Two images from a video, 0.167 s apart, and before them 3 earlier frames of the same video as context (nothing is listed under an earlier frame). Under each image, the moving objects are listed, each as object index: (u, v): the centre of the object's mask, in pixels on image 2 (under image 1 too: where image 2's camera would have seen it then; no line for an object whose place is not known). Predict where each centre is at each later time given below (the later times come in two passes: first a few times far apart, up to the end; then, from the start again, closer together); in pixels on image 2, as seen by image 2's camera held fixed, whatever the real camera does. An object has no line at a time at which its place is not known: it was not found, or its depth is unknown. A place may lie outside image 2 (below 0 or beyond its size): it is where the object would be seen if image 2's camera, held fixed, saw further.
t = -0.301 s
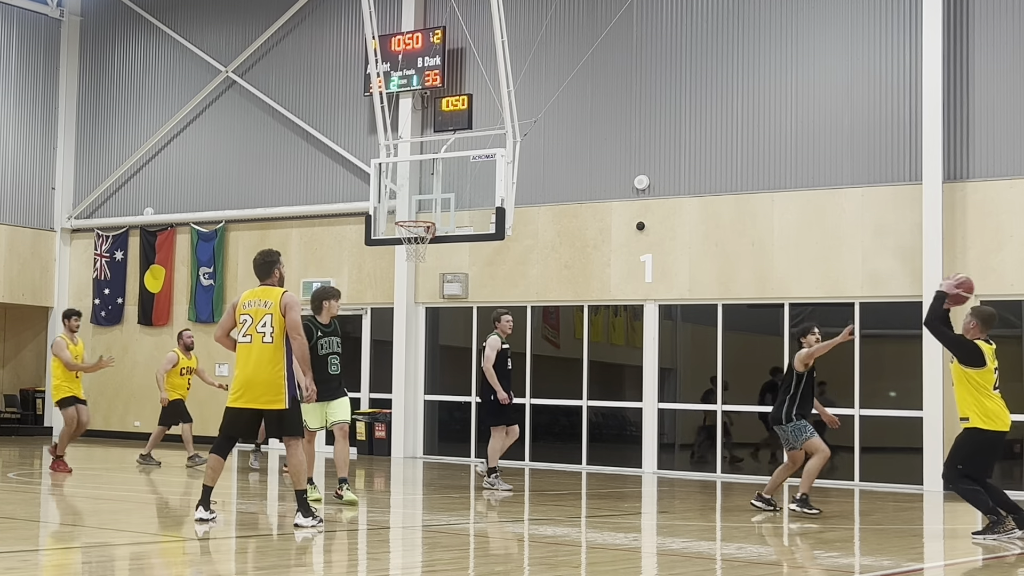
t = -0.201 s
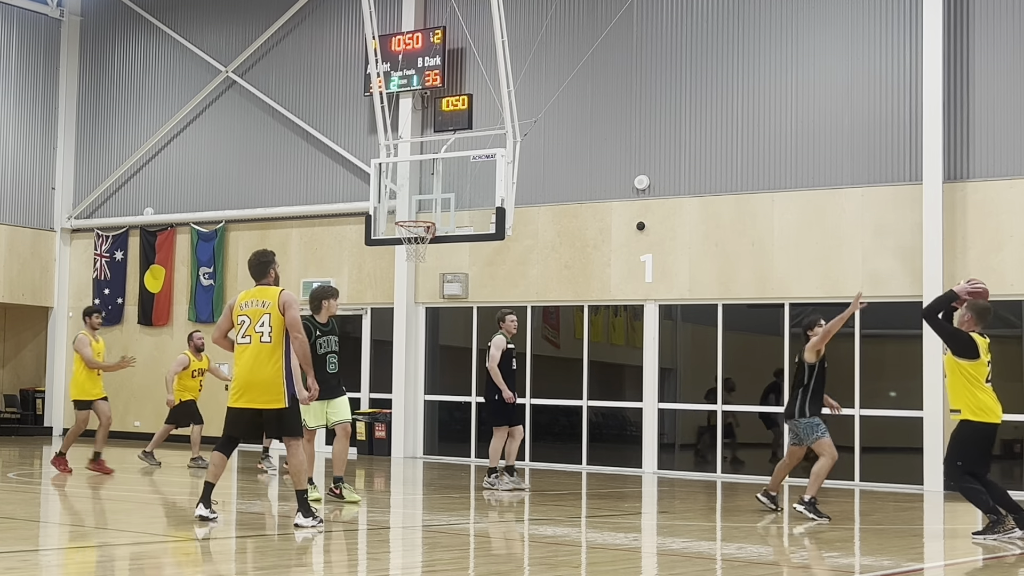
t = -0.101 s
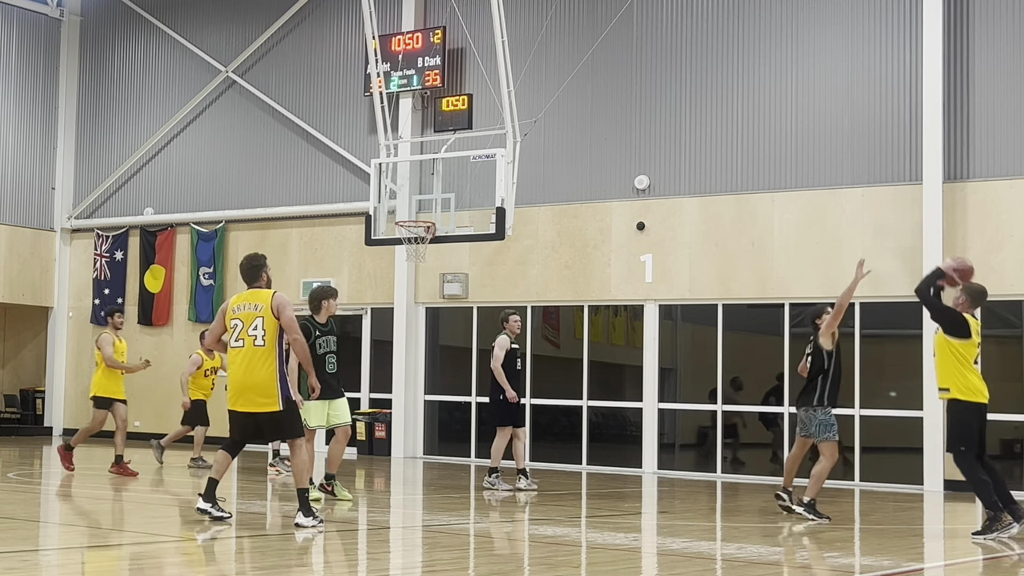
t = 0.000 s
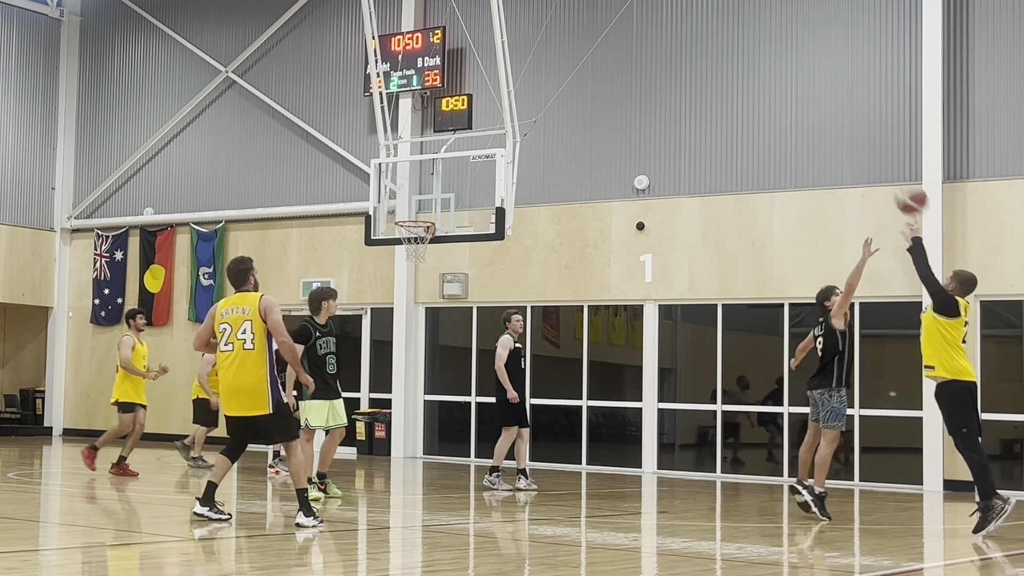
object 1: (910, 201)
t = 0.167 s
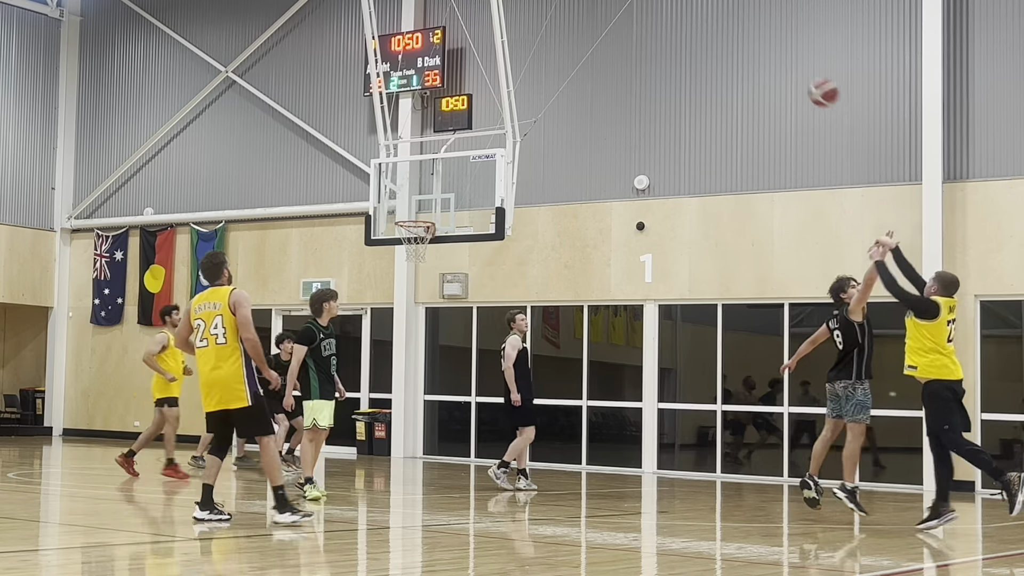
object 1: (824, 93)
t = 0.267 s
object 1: (777, 49)
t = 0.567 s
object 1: (655, 3)
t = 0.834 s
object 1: (563, 21)
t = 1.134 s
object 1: (475, 115)
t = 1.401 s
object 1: (419, 216)
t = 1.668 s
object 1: (408, 243)
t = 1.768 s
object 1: (404, 272)
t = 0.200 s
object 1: (808, 77)
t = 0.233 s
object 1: (793, 62)
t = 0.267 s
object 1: (777, 49)
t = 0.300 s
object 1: (762, 37)
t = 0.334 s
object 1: (748, 27)
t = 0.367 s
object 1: (733, 19)
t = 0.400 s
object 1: (720, 12)
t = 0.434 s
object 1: (706, 8)
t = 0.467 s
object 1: (692, 6)
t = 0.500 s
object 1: (679, 4)
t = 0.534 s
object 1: (667, 3)
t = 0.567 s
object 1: (655, 3)
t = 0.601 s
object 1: (643, 3)
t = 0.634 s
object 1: (630, 3)
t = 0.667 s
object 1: (618, 4)
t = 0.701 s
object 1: (607, 5)
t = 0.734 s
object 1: (595, 7)
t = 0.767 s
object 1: (585, 10)
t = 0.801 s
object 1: (574, 14)
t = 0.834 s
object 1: (563, 21)
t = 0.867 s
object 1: (552, 28)
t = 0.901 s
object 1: (542, 37)
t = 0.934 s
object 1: (532, 46)
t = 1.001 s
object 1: (513, 66)
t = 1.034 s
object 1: (502, 77)
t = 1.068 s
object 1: (493, 89)
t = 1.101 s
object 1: (484, 102)
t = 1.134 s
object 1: (475, 115)
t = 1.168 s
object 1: (465, 129)
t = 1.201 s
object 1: (457, 144)
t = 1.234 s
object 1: (448, 160)
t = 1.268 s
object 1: (440, 176)
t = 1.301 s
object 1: (431, 193)
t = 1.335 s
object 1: (422, 211)
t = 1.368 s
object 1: (419, 216)
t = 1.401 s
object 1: (419, 216)
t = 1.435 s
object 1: (418, 216)
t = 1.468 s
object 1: (417, 217)
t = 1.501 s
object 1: (416, 219)
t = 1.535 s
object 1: (414, 221)
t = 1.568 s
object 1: (413, 225)
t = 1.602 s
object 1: (411, 231)
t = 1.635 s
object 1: (410, 237)
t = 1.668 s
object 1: (408, 243)
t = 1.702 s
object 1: (407, 251)
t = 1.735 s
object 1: (406, 260)
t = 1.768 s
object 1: (404, 272)
